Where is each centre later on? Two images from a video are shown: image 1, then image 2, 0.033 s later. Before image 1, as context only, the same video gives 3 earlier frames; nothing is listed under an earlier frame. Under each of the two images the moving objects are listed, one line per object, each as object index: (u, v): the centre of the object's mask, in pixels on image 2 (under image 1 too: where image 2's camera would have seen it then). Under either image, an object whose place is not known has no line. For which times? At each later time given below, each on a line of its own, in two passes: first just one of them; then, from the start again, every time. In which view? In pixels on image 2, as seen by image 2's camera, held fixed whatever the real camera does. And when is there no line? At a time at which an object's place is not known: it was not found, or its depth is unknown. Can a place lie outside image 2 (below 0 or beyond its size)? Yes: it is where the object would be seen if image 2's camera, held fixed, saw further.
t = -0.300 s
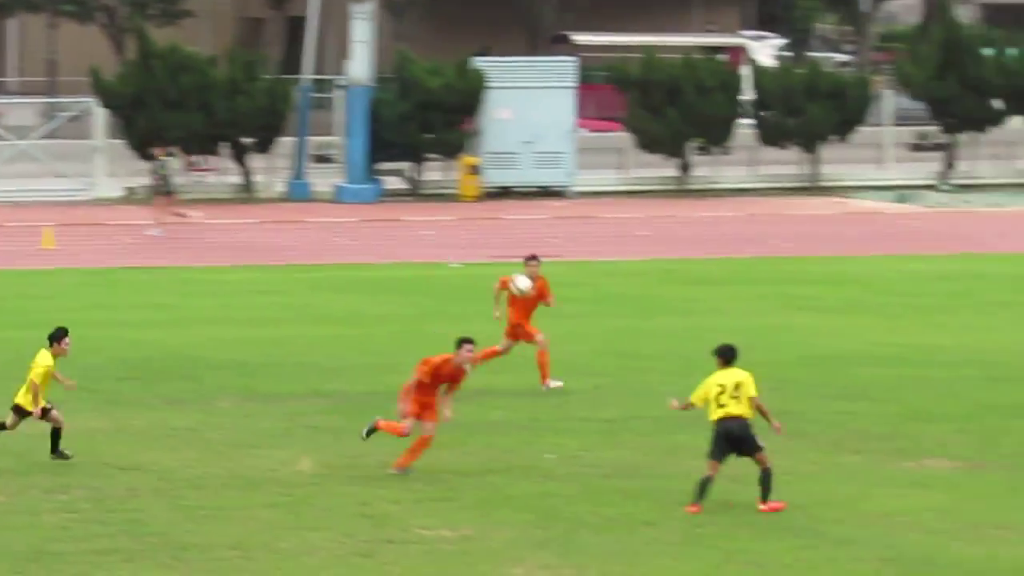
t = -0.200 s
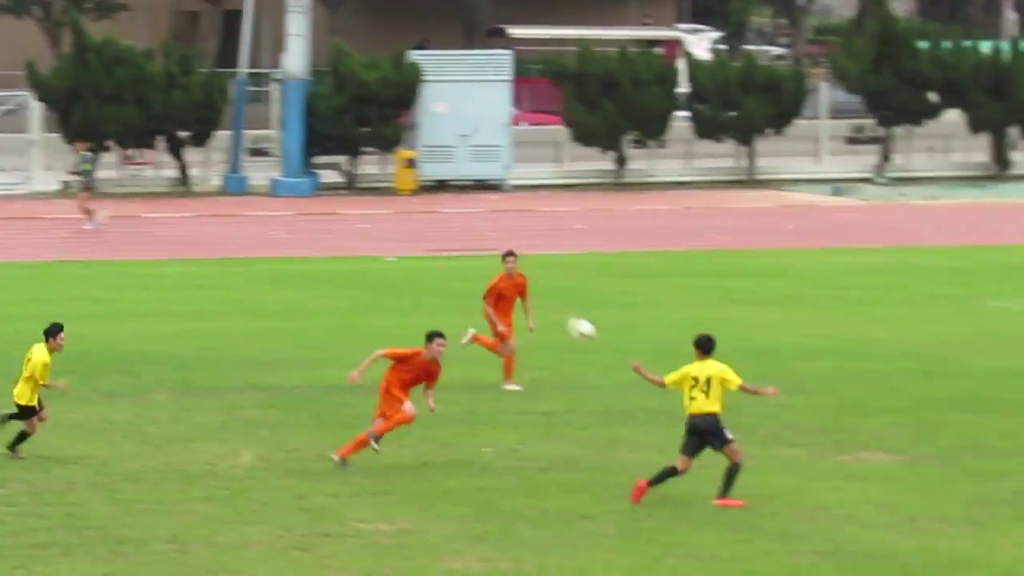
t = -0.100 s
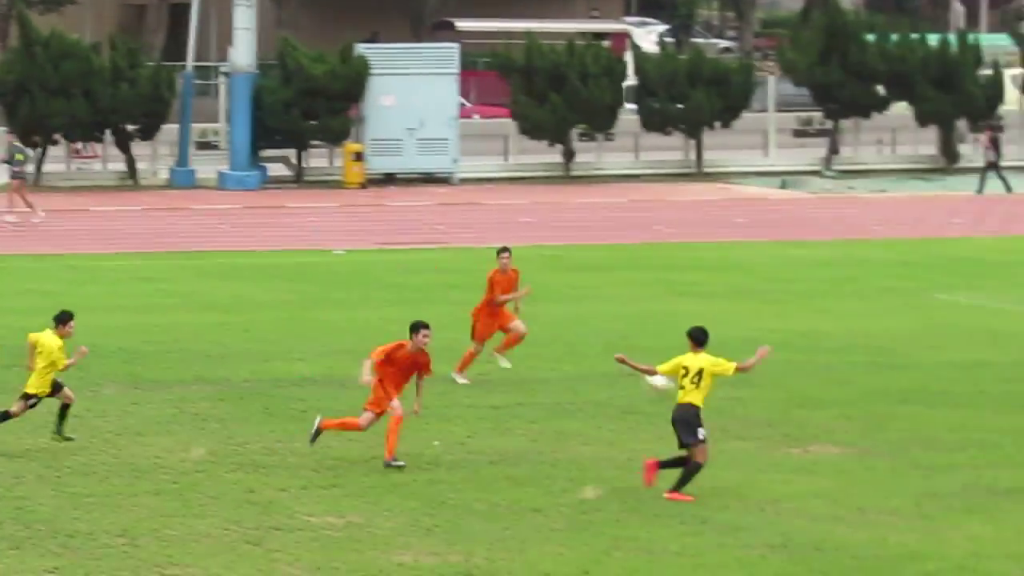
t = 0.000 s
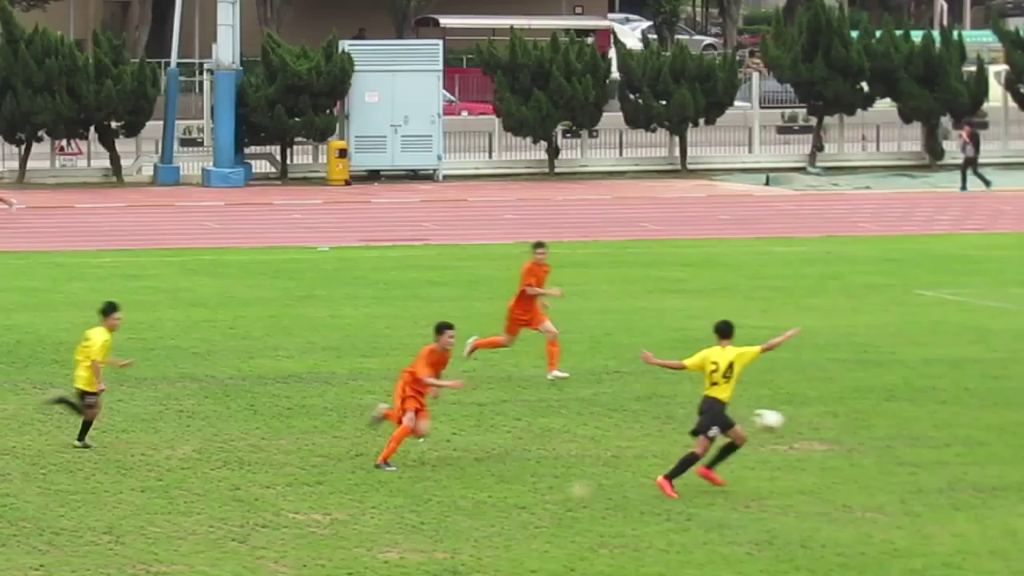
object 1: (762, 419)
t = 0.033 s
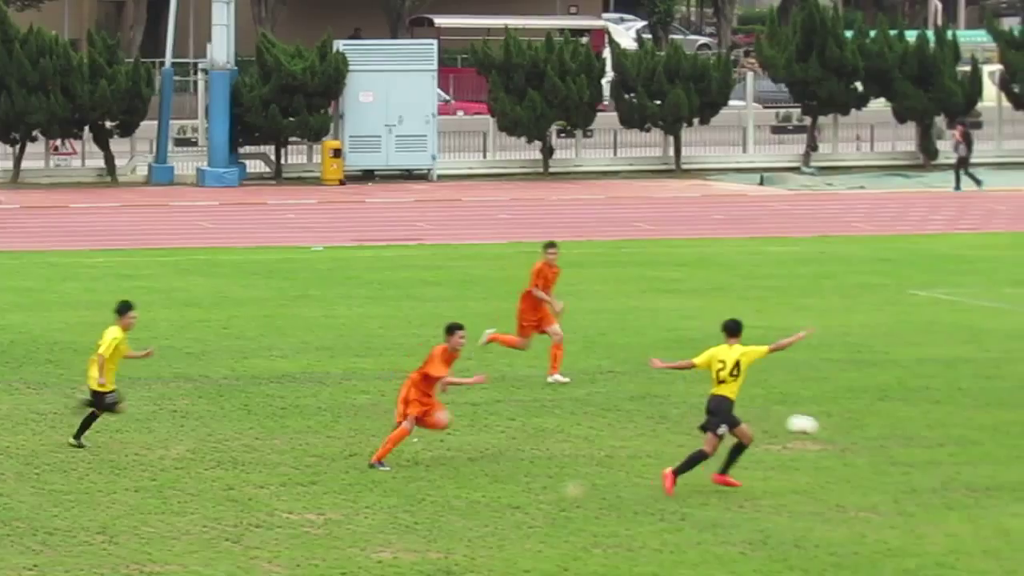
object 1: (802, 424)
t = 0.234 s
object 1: (1048, 487)
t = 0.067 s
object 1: (843, 432)
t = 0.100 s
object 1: (883, 441)
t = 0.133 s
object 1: (924, 450)
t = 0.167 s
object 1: (965, 461)
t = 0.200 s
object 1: (1007, 473)
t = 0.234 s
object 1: (1048, 487)
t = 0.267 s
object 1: (1083, 489)
